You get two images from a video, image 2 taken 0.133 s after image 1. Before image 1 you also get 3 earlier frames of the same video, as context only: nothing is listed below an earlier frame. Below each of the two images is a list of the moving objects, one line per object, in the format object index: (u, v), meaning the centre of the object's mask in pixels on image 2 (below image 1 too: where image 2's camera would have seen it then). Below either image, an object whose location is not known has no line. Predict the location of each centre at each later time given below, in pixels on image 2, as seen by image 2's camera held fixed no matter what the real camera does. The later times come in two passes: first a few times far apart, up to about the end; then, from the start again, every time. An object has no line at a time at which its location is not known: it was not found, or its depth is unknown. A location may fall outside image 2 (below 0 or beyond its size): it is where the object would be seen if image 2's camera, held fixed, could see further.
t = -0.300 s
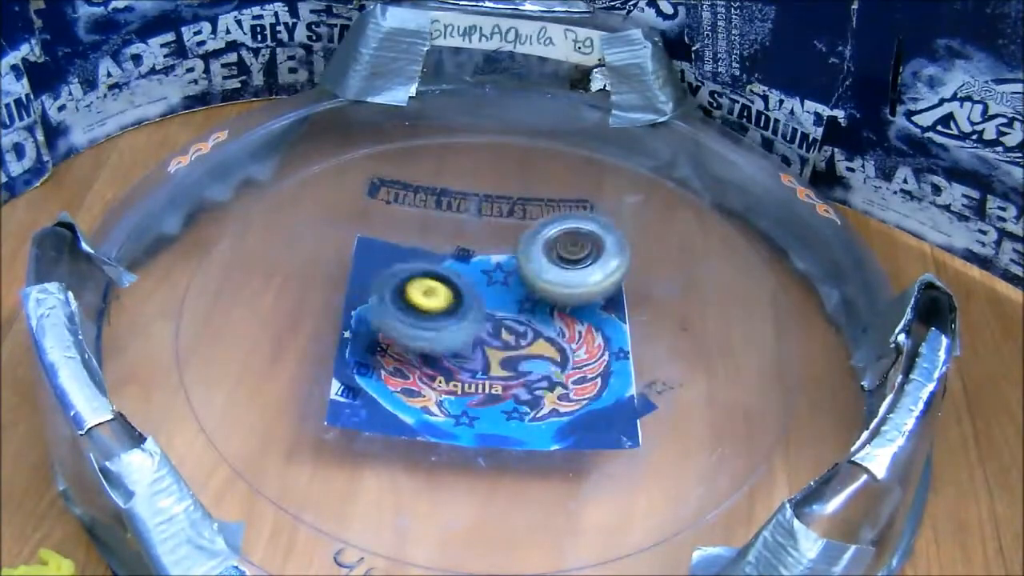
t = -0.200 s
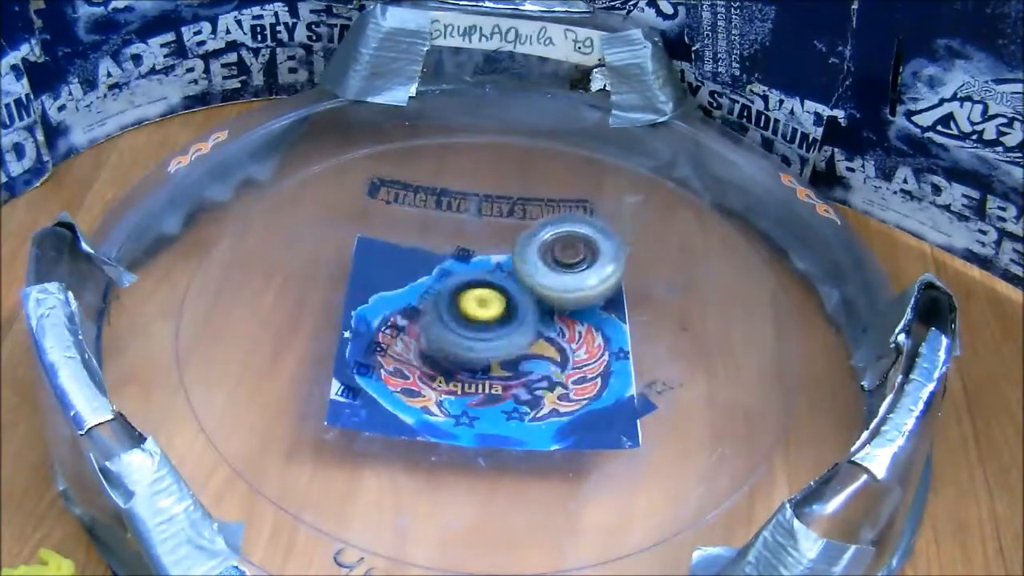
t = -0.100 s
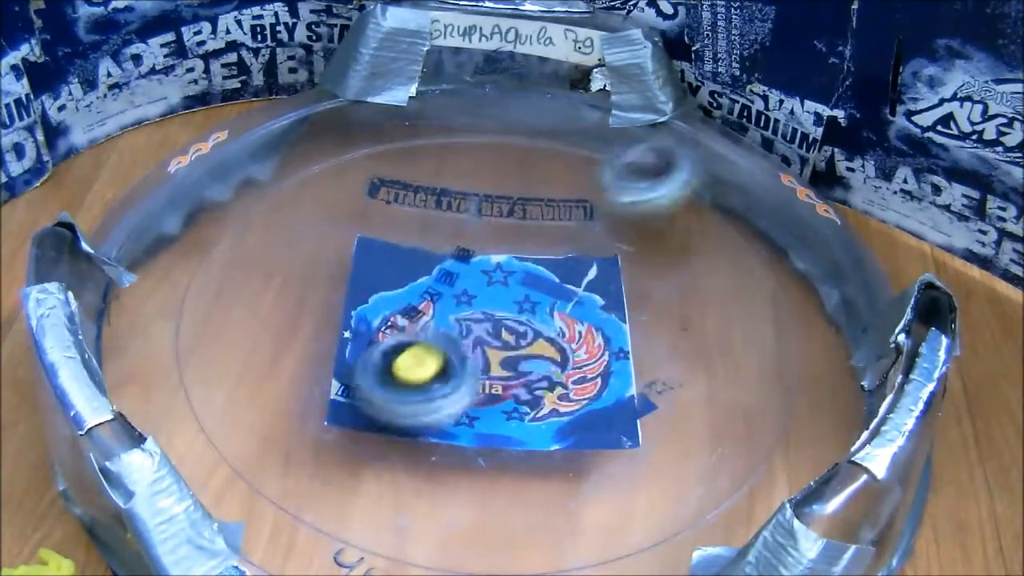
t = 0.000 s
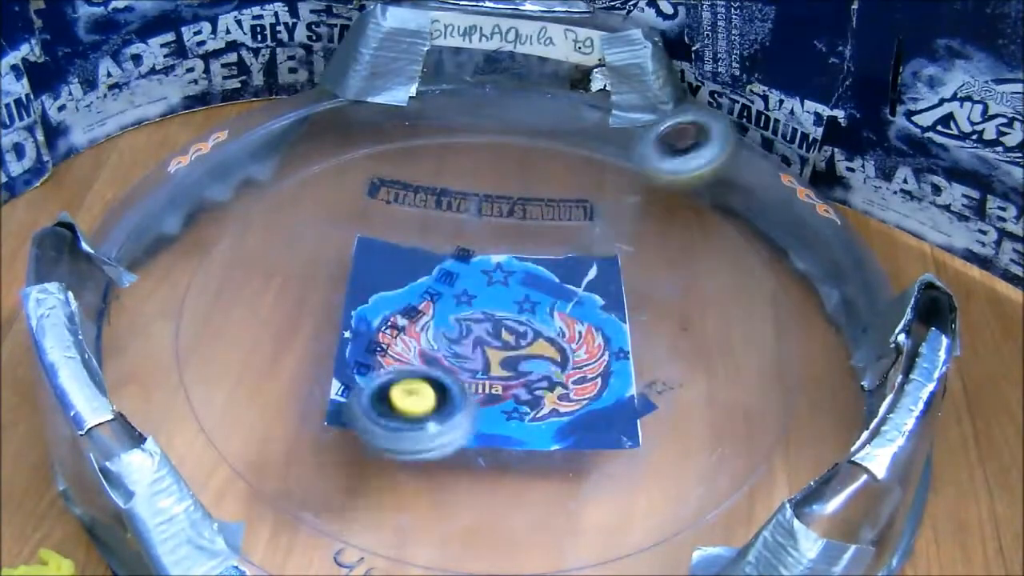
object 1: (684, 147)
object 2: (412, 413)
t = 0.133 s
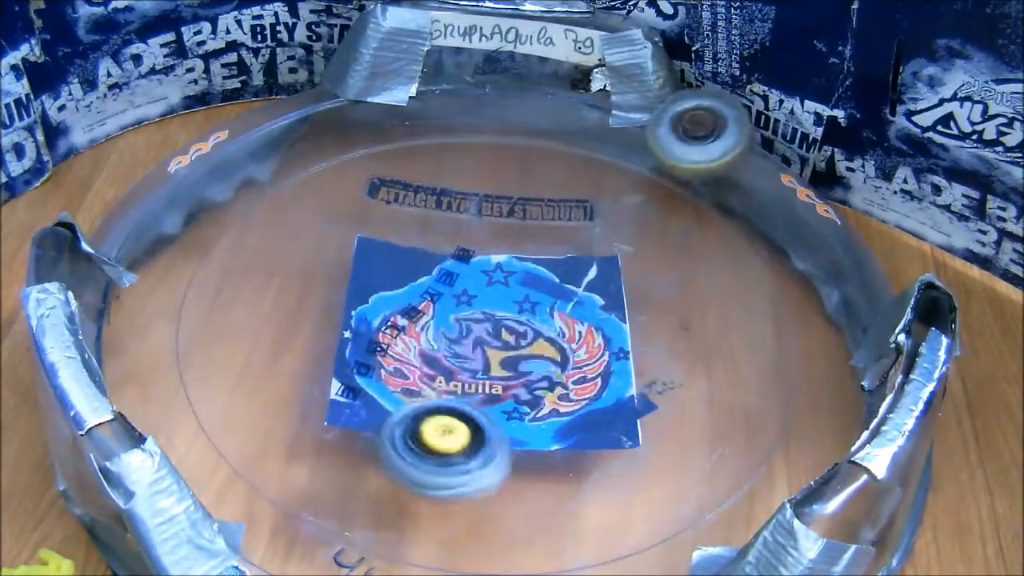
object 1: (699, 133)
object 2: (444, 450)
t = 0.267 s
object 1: (684, 136)
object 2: (503, 442)
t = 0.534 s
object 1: (621, 246)
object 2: (579, 352)
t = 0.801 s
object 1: (609, 230)
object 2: (507, 376)
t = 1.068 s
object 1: (629, 243)
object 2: (498, 420)
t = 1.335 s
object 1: (580, 271)
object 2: (489, 389)
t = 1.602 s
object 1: (597, 193)
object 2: (417, 412)
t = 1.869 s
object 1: (570, 257)
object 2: (472, 357)
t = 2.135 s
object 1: (585, 282)
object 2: (506, 364)
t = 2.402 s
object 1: (619, 274)
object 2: (530, 394)
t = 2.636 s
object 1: (587, 284)
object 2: (499, 368)
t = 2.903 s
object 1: (505, 260)
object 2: (501, 336)
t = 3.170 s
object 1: (473, 278)
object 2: (526, 340)
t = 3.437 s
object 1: (450, 307)
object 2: (557, 342)
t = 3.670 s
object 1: (449, 305)
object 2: (541, 323)
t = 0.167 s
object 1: (698, 131)
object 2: (456, 453)
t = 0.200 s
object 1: (695, 131)
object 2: (471, 453)
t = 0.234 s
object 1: (691, 132)
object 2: (487, 452)
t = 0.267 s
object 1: (684, 136)
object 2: (503, 442)
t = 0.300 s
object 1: (678, 145)
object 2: (518, 435)
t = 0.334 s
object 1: (672, 154)
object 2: (531, 425)
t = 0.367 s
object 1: (666, 165)
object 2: (540, 416)
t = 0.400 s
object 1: (656, 177)
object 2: (552, 404)
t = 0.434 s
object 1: (649, 193)
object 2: (560, 393)
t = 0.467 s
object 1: (640, 211)
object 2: (568, 381)
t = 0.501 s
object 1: (629, 230)
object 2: (573, 368)
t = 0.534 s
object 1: (621, 246)
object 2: (579, 352)
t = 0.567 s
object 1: (618, 252)
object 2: (581, 341)
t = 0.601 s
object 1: (615, 251)
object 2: (577, 344)
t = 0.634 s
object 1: (611, 248)
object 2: (566, 346)
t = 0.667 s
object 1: (606, 249)
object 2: (558, 345)
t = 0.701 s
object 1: (598, 255)
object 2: (551, 342)
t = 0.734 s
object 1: (593, 261)
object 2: (548, 340)
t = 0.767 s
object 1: (602, 247)
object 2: (523, 361)
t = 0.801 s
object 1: (609, 230)
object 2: (507, 376)
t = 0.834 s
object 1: (615, 222)
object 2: (497, 389)
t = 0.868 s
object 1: (617, 220)
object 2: (494, 393)
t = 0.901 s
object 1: (622, 220)
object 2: (492, 399)
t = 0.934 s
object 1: (627, 222)
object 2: (493, 403)
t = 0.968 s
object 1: (631, 225)
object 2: (492, 411)
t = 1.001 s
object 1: (634, 230)
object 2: (493, 415)
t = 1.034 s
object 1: (632, 236)
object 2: (495, 420)
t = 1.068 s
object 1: (629, 243)
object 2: (498, 420)
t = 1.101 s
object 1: (623, 249)
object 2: (500, 420)
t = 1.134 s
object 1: (616, 258)
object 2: (503, 415)
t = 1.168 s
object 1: (608, 267)
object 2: (508, 408)
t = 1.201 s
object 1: (597, 274)
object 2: (512, 399)
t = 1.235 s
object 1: (587, 281)
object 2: (514, 388)
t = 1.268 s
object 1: (579, 289)
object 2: (515, 375)
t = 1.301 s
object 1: (570, 296)
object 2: (511, 371)
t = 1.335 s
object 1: (580, 271)
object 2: (489, 389)
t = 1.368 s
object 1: (591, 240)
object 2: (465, 406)
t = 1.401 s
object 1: (598, 217)
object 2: (448, 415)
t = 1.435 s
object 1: (601, 199)
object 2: (436, 417)
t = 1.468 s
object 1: (602, 191)
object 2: (426, 420)
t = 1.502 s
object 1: (602, 188)
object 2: (420, 419)
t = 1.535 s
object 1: (602, 189)
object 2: (418, 419)
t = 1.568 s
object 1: (602, 191)
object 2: (414, 416)
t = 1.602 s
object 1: (597, 193)
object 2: (417, 412)
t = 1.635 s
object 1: (593, 196)
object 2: (418, 405)
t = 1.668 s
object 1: (589, 202)
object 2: (422, 397)
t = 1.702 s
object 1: (583, 209)
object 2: (428, 388)
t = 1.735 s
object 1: (579, 218)
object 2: (432, 382)
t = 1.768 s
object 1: (576, 228)
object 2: (445, 376)
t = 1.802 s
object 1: (573, 238)
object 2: (456, 368)
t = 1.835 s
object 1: (572, 245)
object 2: (463, 361)
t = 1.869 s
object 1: (570, 257)
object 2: (472, 357)
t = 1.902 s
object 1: (568, 267)
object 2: (482, 351)
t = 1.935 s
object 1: (566, 276)
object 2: (492, 348)
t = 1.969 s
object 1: (572, 276)
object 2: (489, 354)
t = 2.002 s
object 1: (581, 272)
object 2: (481, 361)
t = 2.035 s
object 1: (584, 269)
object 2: (479, 363)
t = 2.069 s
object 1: (583, 274)
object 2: (488, 363)
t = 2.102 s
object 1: (583, 277)
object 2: (495, 361)
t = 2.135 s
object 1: (585, 282)
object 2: (506, 364)
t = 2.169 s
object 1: (590, 287)
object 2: (520, 366)
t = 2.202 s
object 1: (595, 292)
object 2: (532, 371)
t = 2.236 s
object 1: (600, 293)
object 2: (539, 369)
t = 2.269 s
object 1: (603, 293)
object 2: (545, 374)
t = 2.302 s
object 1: (615, 283)
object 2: (538, 385)
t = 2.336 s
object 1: (620, 275)
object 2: (536, 387)
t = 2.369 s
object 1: (620, 273)
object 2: (532, 390)
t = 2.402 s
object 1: (619, 274)
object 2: (530, 394)
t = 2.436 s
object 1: (618, 273)
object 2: (526, 394)
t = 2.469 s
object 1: (616, 271)
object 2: (523, 394)
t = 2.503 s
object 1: (611, 270)
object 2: (517, 391)
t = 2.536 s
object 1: (605, 272)
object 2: (511, 385)
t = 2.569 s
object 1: (599, 275)
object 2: (507, 382)
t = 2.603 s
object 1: (593, 279)
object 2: (504, 375)
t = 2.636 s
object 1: (587, 284)
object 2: (499, 368)
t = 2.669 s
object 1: (576, 289)
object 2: (500, 359)
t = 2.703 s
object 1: (566, 293)
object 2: (495, 358)
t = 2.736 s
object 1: (562, 288)
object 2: (492, 361)
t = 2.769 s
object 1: (554, 281)
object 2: (489, 356)
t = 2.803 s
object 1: (543, 276)
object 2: (489, 353)
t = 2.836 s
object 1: (530, 268)
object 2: (492, 345)
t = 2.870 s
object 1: (514, 262)
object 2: (499, 339)
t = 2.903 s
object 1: (505, 260)
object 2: (501, 336)
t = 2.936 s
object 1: (499, 259)
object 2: (502, 333)
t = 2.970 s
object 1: (495, 259)
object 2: (505, 332)
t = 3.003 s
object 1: (494, 258)
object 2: (506, 333)
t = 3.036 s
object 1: (486, 261)
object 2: (510, 335)
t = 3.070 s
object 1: (483, 263)
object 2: (515, 336)
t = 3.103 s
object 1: (479, 270)
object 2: (521, 339)
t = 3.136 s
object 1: (476, 272)
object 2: (523, 340)
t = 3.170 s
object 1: (473, 278)
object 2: (526, 340)
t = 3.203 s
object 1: (469, 284)
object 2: (533, 343)
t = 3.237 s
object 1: (463, 290)
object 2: (540, 345)
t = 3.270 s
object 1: (458, 295)
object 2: (543, 348)
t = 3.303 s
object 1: (454, 298)
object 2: (545, 348)
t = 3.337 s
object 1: (453, 304)
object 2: (550, 345)
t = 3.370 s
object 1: (451, 306)
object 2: (555, 346)
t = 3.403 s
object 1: (453, 306)
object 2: (557, 345)
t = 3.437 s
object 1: (450, 307)
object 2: (557, 342)
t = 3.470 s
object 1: (453, 308)
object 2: (555, 339)
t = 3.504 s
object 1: (451, 307)
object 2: (551, 334)
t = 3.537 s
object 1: (452, 307)
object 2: (548, 333)
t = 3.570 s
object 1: (450, 306)
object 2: (541, 328)
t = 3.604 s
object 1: (452, 303)
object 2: (537, 324)
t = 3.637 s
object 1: (448, 305)
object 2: (539, 322)
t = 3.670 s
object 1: (449, 305)
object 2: (541, 323)
